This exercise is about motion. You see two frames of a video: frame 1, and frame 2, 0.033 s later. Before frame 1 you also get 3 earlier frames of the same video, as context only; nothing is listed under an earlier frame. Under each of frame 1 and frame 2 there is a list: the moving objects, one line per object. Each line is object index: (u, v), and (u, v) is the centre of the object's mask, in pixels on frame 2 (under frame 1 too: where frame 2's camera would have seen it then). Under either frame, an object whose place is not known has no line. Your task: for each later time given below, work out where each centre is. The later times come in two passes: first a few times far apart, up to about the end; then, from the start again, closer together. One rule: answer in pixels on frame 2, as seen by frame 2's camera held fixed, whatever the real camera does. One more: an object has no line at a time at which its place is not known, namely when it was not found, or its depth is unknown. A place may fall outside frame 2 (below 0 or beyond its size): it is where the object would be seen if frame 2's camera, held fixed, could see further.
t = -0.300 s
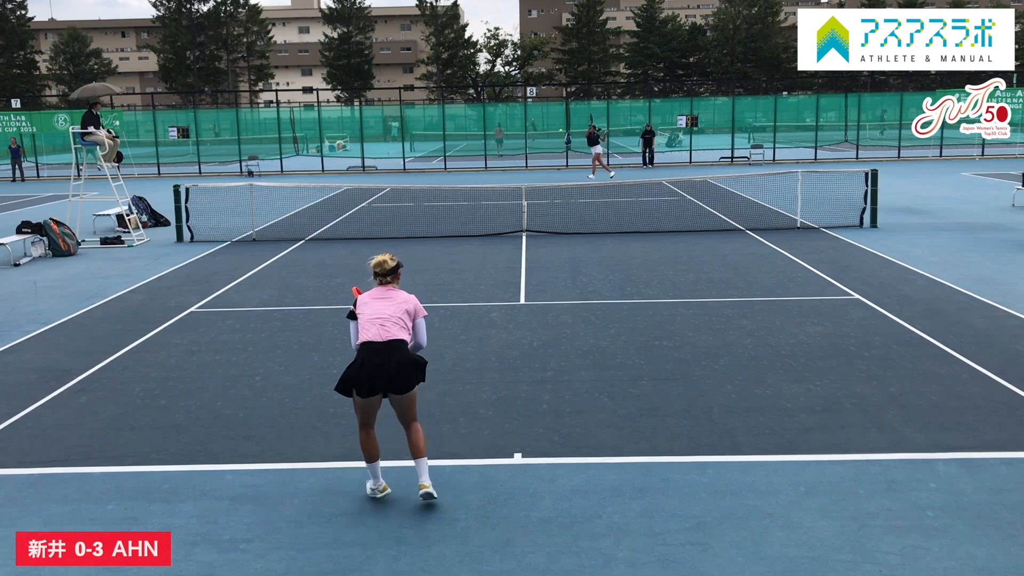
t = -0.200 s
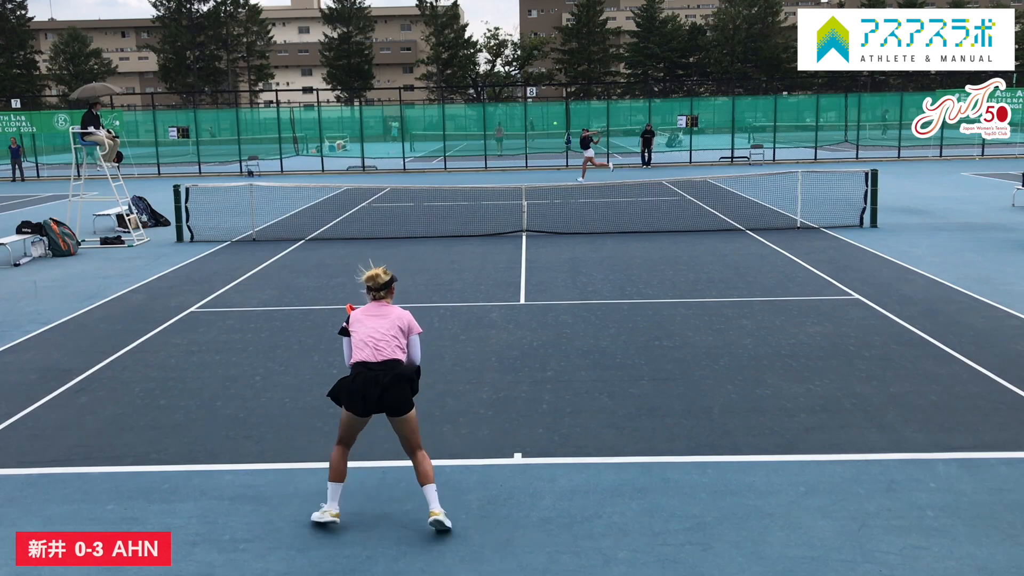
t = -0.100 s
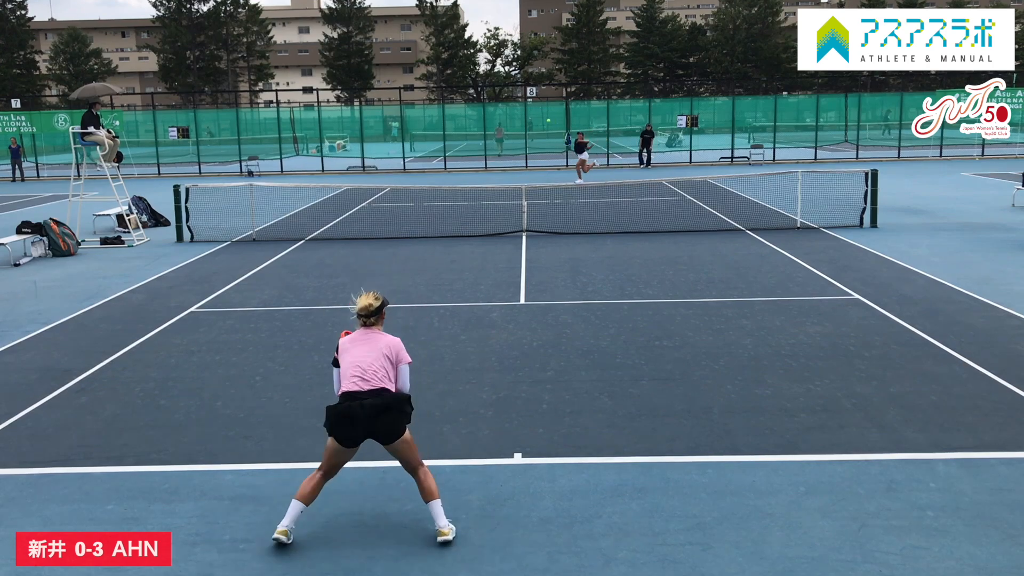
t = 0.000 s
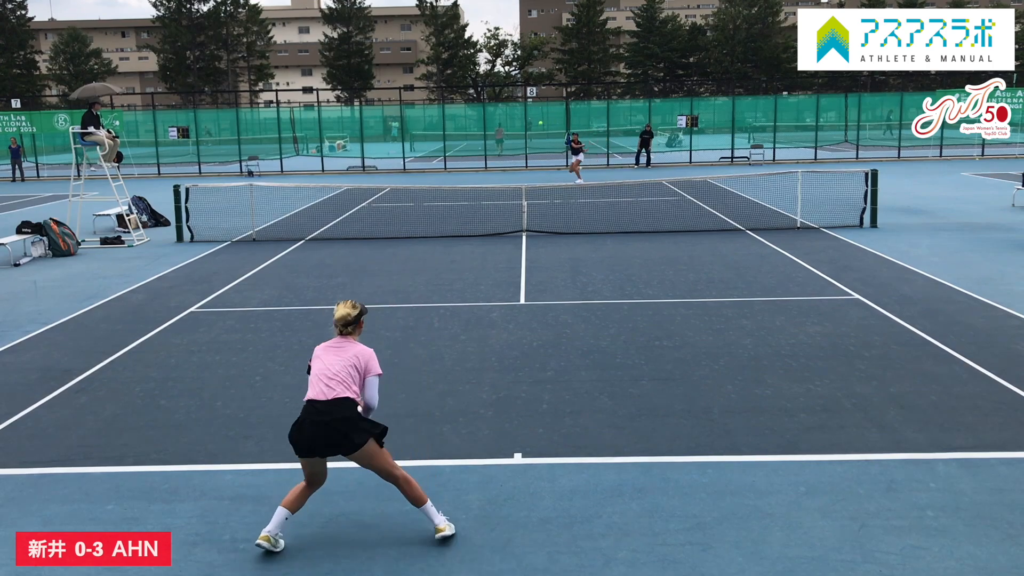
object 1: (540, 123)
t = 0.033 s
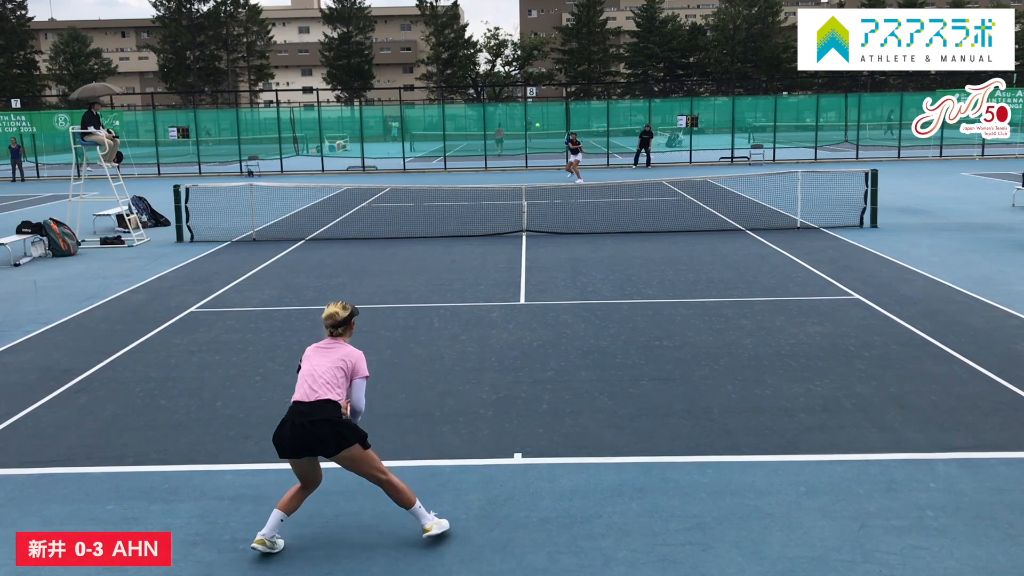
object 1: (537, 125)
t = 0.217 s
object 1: (517, 155)
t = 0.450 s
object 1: (482, 257)
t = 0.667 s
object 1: (437, 328)
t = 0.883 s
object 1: (380, 308)
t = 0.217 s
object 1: (517, 155)
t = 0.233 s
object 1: (515, 159)
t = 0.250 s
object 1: (514, 164)
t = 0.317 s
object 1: (504, 187)
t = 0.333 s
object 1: (502, 194)
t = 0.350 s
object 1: (499, 201)
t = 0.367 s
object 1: (496, 209)
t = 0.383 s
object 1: (494, 217)
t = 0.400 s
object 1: (491, 226)
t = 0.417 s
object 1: (488, 236)
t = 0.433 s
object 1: (485, 246)
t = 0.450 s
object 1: (482, 257)
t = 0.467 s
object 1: (478, 268)
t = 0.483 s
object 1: (475, 280)
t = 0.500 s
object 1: (472, 293)
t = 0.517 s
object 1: (468, 307)
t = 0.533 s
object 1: (464, 322)
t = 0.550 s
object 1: (460, 338)
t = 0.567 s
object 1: (456, 352)
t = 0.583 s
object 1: (453, 347)
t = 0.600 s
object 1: (450, 343)
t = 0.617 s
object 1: (447, 339)
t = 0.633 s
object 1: (444, 335)
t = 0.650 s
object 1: (441, 331)
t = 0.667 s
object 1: (437, 328)
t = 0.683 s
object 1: (434, 324)
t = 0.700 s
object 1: (430, 321)
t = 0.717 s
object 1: (426, 318)
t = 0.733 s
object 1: (422, 316)
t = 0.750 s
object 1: (418, 314)
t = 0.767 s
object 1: (414, 312)
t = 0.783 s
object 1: (410, 310)
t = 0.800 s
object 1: (405, 309)
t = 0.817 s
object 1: (401, 308)
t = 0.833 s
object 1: (396, 307)
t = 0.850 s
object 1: (390, 307)
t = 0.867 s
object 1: (385, 308)
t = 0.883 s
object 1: (380, 308)
